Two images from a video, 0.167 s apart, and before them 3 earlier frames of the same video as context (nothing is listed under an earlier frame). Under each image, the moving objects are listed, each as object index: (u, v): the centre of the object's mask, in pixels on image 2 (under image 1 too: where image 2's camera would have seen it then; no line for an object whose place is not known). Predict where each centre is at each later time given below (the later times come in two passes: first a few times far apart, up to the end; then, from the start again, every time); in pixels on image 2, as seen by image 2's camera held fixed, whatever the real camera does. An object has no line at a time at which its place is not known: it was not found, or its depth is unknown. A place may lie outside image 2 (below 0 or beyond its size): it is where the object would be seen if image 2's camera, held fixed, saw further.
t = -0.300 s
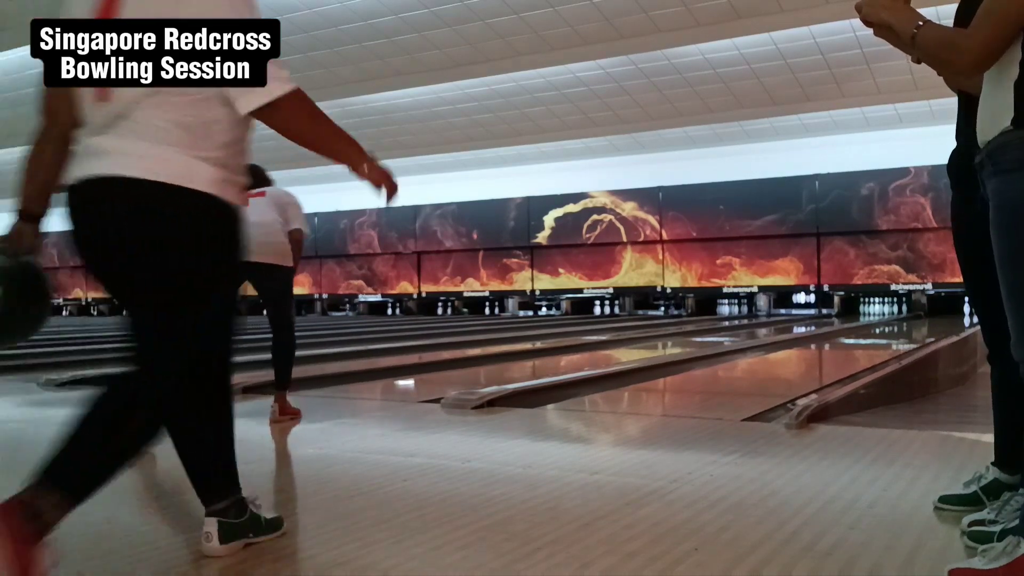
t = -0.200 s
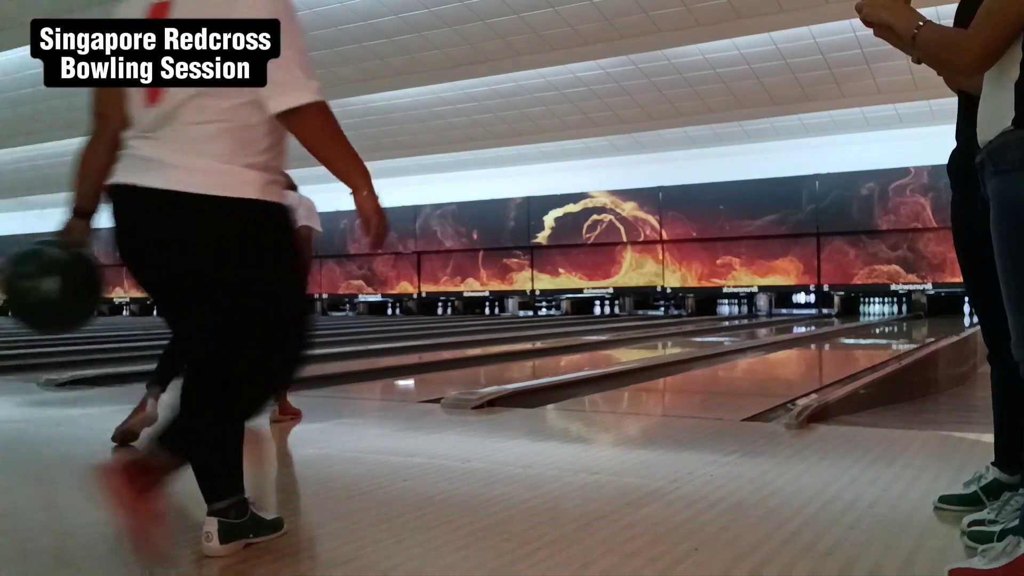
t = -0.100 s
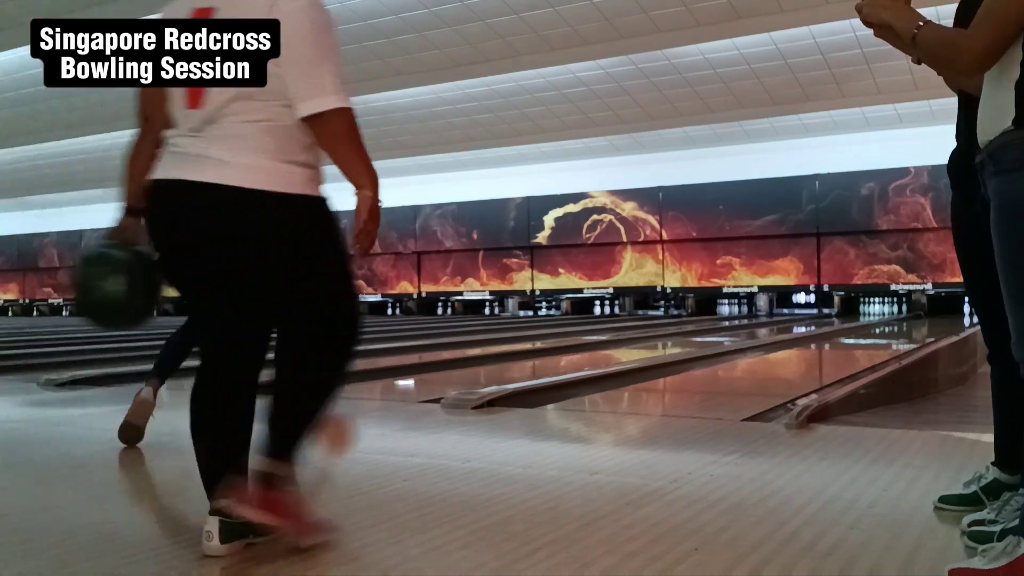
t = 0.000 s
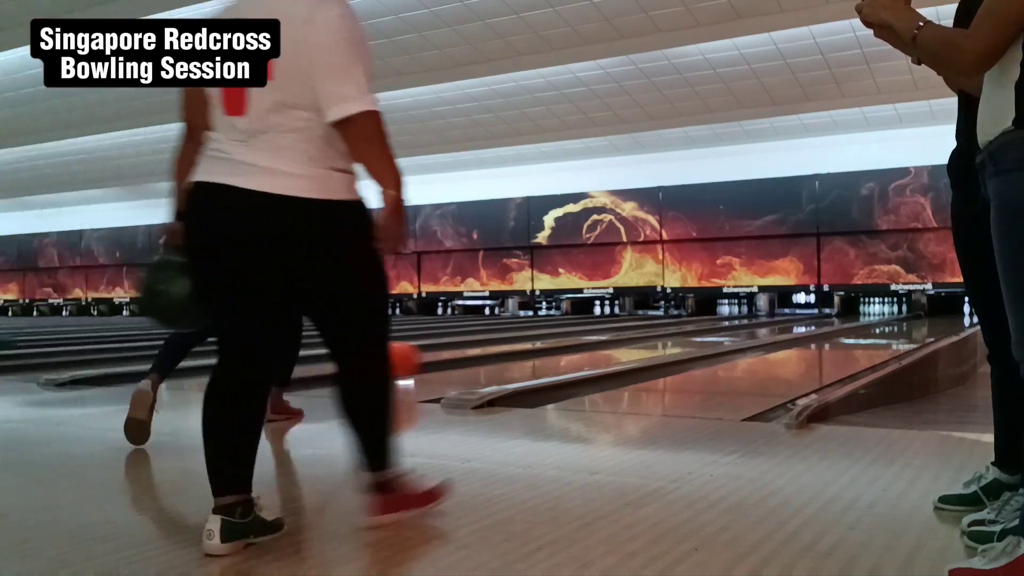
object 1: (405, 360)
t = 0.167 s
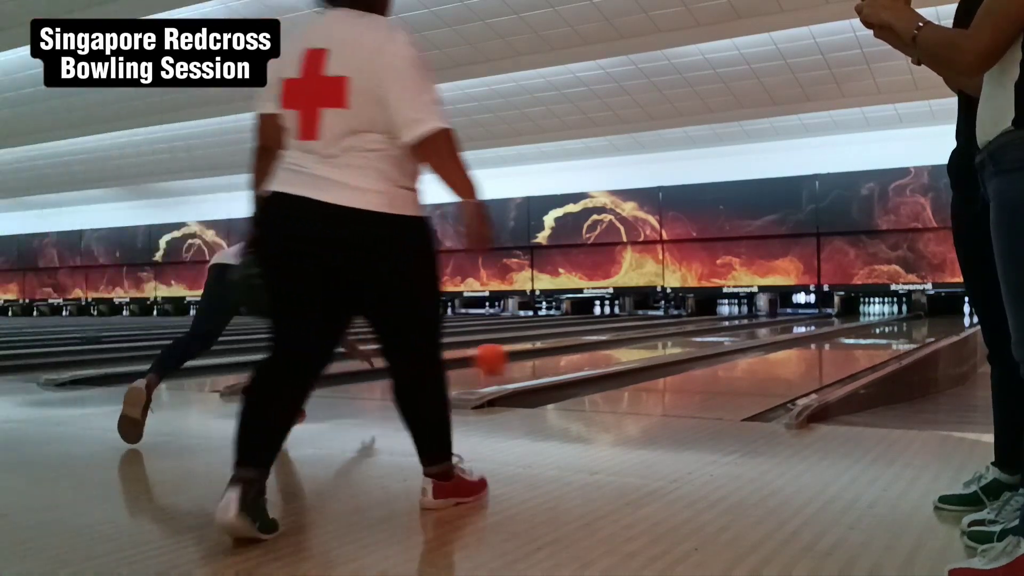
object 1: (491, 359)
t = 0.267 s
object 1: (533, 354)
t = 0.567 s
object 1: (630, 342)
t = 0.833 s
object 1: (691, 334)
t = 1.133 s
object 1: (744, 328)
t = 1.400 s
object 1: (779, 324)
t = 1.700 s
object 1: (812, 321)
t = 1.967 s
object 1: (835, 317)
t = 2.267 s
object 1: (856, 315)
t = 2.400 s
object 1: (864, 314)
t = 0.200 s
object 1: (505, 358)
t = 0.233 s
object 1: (520, 356)
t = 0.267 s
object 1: (533, 354)
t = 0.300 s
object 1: (546, 352)
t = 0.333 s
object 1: (558, 350)
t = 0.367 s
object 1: (570, 349)
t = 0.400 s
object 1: (581, 348)
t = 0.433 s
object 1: (592, 347)
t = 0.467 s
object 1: (603, 345)
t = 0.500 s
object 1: (613, 344)
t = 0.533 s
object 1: (622, 343)
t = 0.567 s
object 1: (630, 342)
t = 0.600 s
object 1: (639, 341)
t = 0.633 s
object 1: (647, 340)
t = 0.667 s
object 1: (656, 339)
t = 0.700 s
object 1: (663, 338)
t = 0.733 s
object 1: (671, 337)
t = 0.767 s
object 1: (678, 336)
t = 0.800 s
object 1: (685, 335)
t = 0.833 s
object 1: (691, 334)
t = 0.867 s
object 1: (699, 333)
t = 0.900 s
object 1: (705, 332)
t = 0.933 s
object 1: (711, 331)
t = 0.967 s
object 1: (717, 331)
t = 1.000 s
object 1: (723, 330)
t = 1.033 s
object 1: (728, 330)
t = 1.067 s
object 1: (733, 329)
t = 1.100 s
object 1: (738, 329)
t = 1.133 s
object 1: (744, 328)
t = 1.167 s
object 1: (748, 327)
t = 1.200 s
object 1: (753, 327)
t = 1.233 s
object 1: (758, 326)
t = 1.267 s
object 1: (762, 326)
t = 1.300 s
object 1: (767, 325)
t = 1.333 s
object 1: (771, 325)
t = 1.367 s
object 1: (775, 324)
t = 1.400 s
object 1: (779, 324)
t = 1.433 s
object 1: (784, 324)
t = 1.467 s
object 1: (787, 323)
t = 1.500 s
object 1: (791, 322)
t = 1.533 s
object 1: (794, 322)
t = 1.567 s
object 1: (798, 322)
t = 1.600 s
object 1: (801, 322)
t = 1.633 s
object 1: (805, 321)
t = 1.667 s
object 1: (808, 321)
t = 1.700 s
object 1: (812, 321)
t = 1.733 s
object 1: (814, 320)
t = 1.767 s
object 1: (818, 320)
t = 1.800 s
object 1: (821, 319)
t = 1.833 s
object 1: (824, 319)
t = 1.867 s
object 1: (826, 318)
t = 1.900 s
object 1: (829, 318)
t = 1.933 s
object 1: (833, 318)
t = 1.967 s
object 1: (835, 317)
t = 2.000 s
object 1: (838, 317)
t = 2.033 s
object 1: (840, 317)
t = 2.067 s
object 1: (843, 316)
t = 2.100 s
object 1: (845, 316)
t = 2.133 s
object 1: (847, 316)
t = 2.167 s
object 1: (850, 316)
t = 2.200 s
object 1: (852, 315)
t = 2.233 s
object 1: (854, 315)
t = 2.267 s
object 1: (856, 315)
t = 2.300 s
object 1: (859, 314)
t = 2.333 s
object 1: (861, 314)
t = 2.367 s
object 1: (862, 314)
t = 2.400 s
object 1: (864, 314)
